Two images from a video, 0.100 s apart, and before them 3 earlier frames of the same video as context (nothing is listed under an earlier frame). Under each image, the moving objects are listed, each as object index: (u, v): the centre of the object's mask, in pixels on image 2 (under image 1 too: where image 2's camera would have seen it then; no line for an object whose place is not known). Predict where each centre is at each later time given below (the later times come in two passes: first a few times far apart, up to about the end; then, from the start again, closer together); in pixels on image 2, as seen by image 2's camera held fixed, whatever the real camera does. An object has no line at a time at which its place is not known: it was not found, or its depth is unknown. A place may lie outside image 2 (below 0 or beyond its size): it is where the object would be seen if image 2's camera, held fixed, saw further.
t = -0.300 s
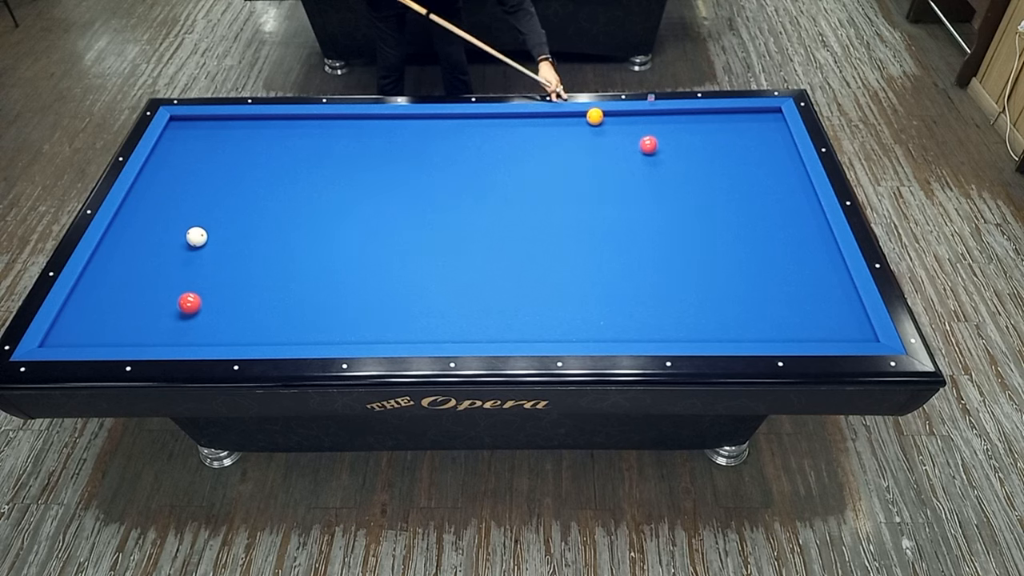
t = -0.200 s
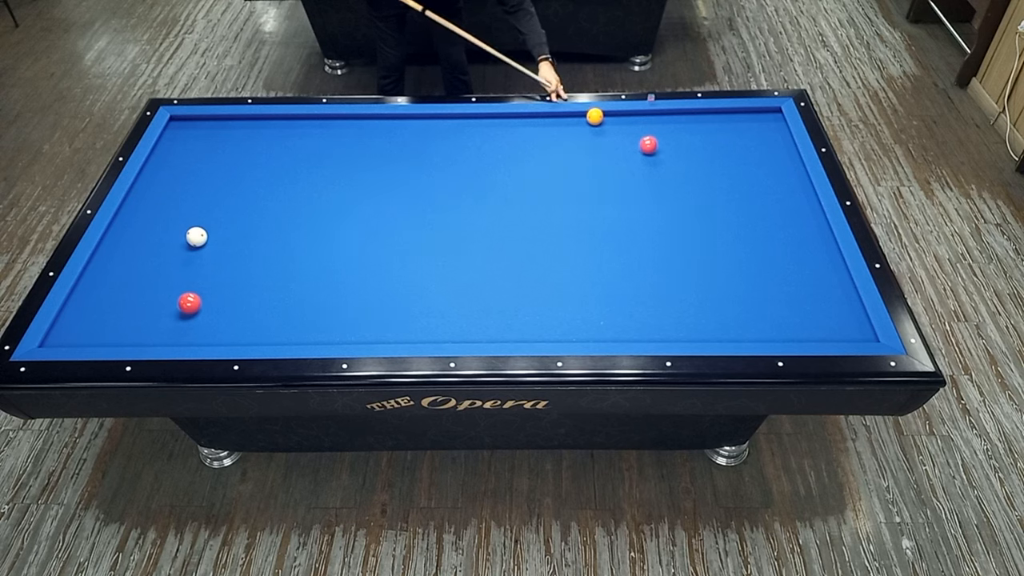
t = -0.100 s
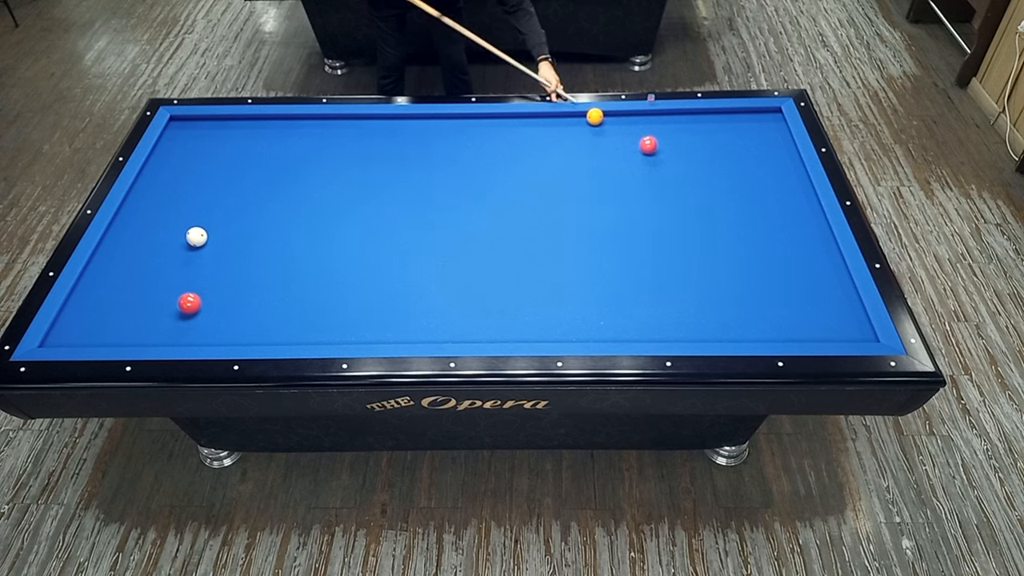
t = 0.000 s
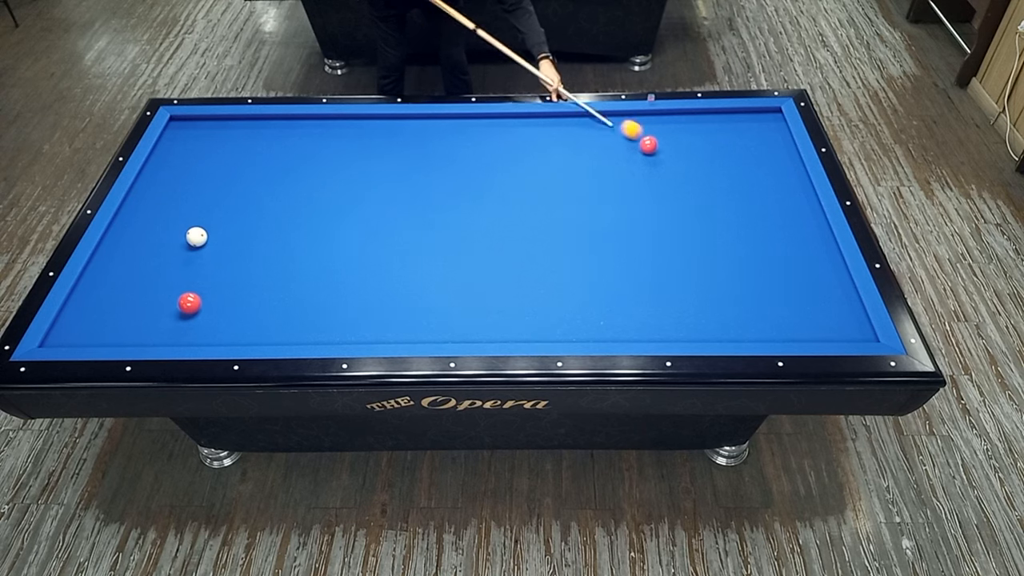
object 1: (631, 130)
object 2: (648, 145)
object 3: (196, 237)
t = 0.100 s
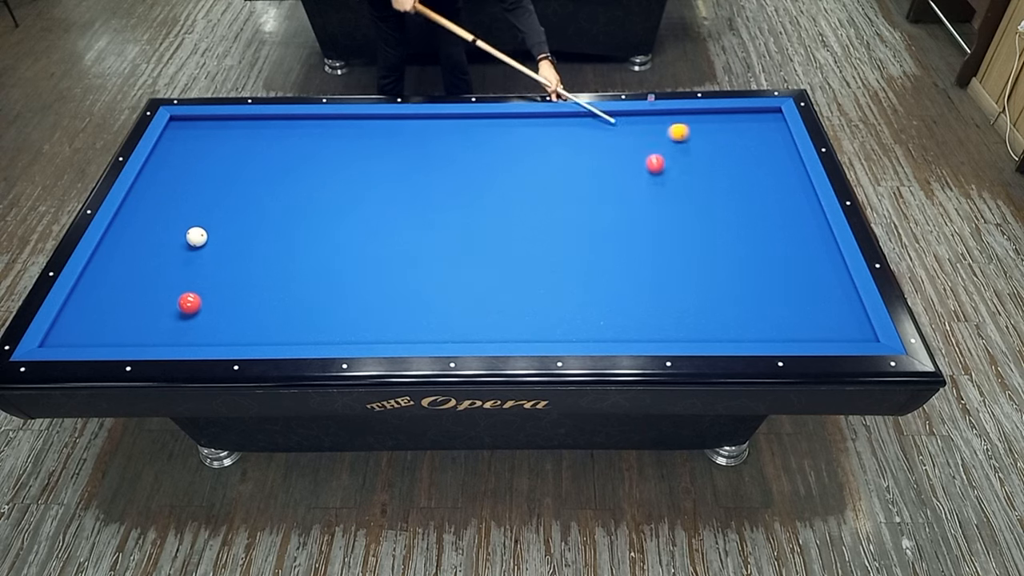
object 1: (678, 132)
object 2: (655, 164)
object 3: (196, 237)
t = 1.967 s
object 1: (468, 179)
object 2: (693, 183)
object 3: (196, 237)
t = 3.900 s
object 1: (146, 289)
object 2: (702, 167)
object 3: (155, 223)
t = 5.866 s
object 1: (88, 299)
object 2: (738, 254)
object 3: (178, 199)
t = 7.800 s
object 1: (114, 280)
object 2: (765, 324)
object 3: (212, 190)
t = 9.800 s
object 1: (113, 280)
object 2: (766, 322)
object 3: (213, 190)
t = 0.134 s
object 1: (692, 131)
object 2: (657, 171)
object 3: (196, 237)
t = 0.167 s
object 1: (706, 131)
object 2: (660, 179)
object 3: (196, 237)
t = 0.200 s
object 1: (720, 130)
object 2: (663, 187)
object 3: (196, 237)
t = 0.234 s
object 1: (733, 129)
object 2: (666, 194)
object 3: (196, 237)
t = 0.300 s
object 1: (759, 128)
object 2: (671, 208)
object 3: (196, 237)
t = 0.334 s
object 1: (772, 127)
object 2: (673, 215)
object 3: (196, 237)
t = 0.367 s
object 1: (778, 126)
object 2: (676, 223)
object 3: (196, 237)
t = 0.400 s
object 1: (766, 123)
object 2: (679, 230)
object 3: (196, 237)
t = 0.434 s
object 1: (754, 121)
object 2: (681, 237)
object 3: (196, 237)
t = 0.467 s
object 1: (743, 119)
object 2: (684, 245)
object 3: (196, 237)
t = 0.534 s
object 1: (723, 114)
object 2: (690, 260)
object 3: (196, 237)
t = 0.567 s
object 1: (715, 113)
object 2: (693, 268)
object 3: (196, 237)
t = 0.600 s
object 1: (709, 115)
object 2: (696, 277)
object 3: (196, 237)
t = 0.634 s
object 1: (703, 117)
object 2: (699, 285)
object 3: (196, 237)
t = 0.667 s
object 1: (697, 119)
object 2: (702, 293)
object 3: (196, 237)
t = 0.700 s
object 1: (691, 120)
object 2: (705, 302)
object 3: (196, 237)
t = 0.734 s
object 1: (685, 122)
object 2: (708, 311)
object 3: (196, 237)
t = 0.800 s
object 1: (674, 125)
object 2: (715, 329)
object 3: (196, 237)
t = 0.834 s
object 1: (668, 127)
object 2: (717, 333)
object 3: (196, 237)
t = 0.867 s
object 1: (662, 128)
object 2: (716, 328)
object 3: (196, 237)
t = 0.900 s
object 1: (656, 130)
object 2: (714, 320)
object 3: (196, 237)
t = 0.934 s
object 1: (650, 131)
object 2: (713, 313)
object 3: (196, 237)
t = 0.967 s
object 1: (645, 133)
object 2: (712, 307)
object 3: (196, 237)
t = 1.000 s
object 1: (639, 134)
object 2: (711, 302)
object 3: (196, 237)
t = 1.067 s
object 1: (627, 138)
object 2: (709, 292)
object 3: (196, 237)
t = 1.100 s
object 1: (622, 139)
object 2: (709, 287)
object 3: (196, 237)
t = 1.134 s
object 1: (616, 141)
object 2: (708, 282)
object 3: (196, 237)
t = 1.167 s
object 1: (610, 142)
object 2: (707, 278)
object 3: (196, 237)
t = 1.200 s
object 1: (604, 144)
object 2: (706, 273)
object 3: (196, 237)
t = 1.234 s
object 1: (598, 145)
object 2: (706, 269)
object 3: (196, 237)
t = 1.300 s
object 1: (586, 149)
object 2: (704, 260)
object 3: (196, 237)
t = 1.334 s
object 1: (581, 150)
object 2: (704, 255)
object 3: (196, 237)
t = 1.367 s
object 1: (575, 151)
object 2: (703, 251)
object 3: (196, 237)
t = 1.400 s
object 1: (569, 153)
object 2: (702, 247)
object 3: (196, 237)
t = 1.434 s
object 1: (563, 155)
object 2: (702, 243)
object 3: (196, 237)
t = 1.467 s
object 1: (557, 156)
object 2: (701, 239)
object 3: (196, 237)
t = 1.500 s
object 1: (551, 158)
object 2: (700, 235)
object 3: (196, 237)
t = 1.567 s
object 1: (540, 161)
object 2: (699, 226)
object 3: (196, 237)
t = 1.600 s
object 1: (533, 162)
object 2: (699, 223)
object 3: (196, 237)
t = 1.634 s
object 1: (528, 164)
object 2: (698, 219)
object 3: (196, 237)
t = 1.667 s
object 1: (522, 165)
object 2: (698, 215)
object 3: (196, 237)
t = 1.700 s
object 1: (516, 167)
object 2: (697, 211)
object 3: (196, 237)
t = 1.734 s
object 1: (510, 168)
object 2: (696, 208)
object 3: (196, 237)
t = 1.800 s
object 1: (498, 172)
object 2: (695, 200)
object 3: (196, 237)
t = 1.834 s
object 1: (492, 173)
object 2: (695, 197)
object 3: (196, 237)
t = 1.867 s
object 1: (486, 174)
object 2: (694, 193)
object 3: (196, 237)
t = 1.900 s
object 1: (480, 176)
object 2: (694, 190)
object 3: (196, 237)
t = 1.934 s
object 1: (474, 178)
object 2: (693, 186)
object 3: (196, 237)
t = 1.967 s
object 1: (468, 179)
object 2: (693, 183)
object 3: (196, 237)
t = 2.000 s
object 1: (462, 181)
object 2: (692, 179)
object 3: (196, 237)
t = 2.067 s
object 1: (450, 184)
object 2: (691, 173)
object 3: (196, 237)
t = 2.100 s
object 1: (444, 185)
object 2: (691, 170)
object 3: (196, 237)
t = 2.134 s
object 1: (438, 187)
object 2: (690, 166)
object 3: (196, 237)
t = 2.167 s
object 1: (432, 188)
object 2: (690, 163)
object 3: (196, 237)
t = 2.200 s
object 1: (425, 190)
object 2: (690, 160)
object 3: (196, 237)
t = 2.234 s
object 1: (419, 191)
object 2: (689, 157)
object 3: (196, 237)
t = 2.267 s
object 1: (413, 193)
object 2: (689, 154)
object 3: (196, 237)
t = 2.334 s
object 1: (401, 196)
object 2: (688, 148)
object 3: (196, 237)
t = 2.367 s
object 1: (395, 198)
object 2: (687, 145)
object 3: (196, 237)
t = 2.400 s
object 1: (388, 199)
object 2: (687, 142)
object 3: (196, 237)
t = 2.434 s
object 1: (382, 201)
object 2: (687, 139)
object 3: (196, 237)
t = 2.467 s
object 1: (376, 202)
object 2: (686, 136)
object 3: (196, 237)
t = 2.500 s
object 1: (369, 204)
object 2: (686, 133)
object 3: (196, 237)
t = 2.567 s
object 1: (357, 207)
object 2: (685, 128)
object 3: (196, 237)
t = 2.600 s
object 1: (350, 208)
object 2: (685, 125)
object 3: (196, 237)
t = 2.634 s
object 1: (344, 210)
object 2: (684, 122)
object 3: (196, 237)
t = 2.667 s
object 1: (338, 211)
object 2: (684, 120)
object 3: (196, 237)
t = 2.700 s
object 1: (332, 213)
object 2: (684, 117)
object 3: (196, 237)
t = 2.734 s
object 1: (325, 214)
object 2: (683, 115)
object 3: (196, 237)
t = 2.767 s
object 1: (318, 216)
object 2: (683, 115)
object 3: (196, 237)
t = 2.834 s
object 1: (306, 219)
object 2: (684, 118)
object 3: (196, 237)
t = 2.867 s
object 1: (299, 221)
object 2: (685, 119)
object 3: (196, 237)
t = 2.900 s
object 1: (293, 222)
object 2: (685, 121)
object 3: (196, 237)
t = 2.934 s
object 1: (286, 224)
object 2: (686, 123)
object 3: (196, 237)
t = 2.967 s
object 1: (280, 225)
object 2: (687, 124)
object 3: (196, 237)
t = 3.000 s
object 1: (273, 227)
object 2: (687, 126)
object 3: (196, 237)
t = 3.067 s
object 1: (260, 230)
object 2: (688, 129)
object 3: (196, 237)
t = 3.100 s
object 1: (253, 232)
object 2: (689, 130)
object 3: (196, 237)
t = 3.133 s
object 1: (247, 233)
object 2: (689, 132)
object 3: (196, 237)
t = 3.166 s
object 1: (240, 235)
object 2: (690, 133)
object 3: (196, 237)
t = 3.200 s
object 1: (234, 237)
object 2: (690, 135)
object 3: (196, 237)
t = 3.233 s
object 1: (227, 238)
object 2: (691, 136)
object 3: (196, 237)
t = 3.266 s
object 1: (221, 240)
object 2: (691, 138)
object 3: (196, 237)
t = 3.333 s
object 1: (210, 244)
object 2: (692, 141)
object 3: (193, 235)
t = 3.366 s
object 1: (207, 246)
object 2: (693, 142)
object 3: (190, 234)
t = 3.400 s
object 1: (203, 249)
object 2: (694, 144)
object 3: (188, 233)
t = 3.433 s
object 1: (199, 251)
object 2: (694, 145)
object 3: (186, 233)
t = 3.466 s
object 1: (195, 254)
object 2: (695, 147)
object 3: (184, 232)
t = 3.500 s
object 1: (192, 257)
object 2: (695, 148)
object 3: (182, 231)
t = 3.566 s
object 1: (184, 262)
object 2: (696, 152)
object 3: (177, 230)
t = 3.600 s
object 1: (180, 264)
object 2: (697, 153)
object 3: (175, 229)
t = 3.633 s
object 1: (176, 267)
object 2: (698, 155)
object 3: (172, 229)
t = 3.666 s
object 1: (173, 270)
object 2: (698, 156)
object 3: (170, 228)
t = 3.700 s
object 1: (169, 272)
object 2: (699, 158)
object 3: (168, 227)
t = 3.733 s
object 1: (165, 275)
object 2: (699, 159)
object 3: (166, 226)
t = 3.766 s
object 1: (161, 278)
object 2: (700, 161)
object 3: (164, 226)
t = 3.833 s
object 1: (153, 283)
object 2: (701, 164)
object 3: (160, 224)
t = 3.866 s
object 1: (149, 286)
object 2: (702, 166)
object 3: (158, 224)
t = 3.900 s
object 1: (146, 289)
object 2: (702, 167)
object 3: (155, 223)
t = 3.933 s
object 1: (141, 291)
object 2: (703, 169)
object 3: (153, 222)
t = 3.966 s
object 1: (137, 294)
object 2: (703, 170)
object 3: (151, 222)
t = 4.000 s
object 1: (134, 297)
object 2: (704, 172)
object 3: (149, 221)
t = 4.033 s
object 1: (130, 300)
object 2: (704, 173)
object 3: (147, 220)
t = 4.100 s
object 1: (122, 305)
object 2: (706, 176)
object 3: (143, 219)
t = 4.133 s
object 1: (118, 308)
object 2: (706, 178)
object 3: (141, 218)
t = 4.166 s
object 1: (114, 311)
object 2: (707, 180)
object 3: (139, 218)
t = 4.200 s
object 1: (110, 313)
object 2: (707, 181)
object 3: (137, 217)
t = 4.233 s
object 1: (106, 316)
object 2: (708, 183)
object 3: (135, 216)
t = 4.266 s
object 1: (102, 319)
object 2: (708, 184)
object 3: (134, 216)
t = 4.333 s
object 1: (94, 325)
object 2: (710, 187)
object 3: (130, 214)
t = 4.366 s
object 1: (90, 327)
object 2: (710, 189)
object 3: (128, 214)
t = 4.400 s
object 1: (86, 331)
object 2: (711, 190)
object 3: (126, 213)
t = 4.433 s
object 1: (81, 333)
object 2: (711, 192)
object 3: (124, 213)
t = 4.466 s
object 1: (78, 336)
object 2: (712, 193)
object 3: (125, 212)
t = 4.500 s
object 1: (73, 338)
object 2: (713, 195)
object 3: (126, 212)
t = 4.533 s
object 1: (70, 339)
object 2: (713, 196)
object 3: (128, 211)
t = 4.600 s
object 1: (70, 336)
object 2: (714, 199)
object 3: (131, 210)
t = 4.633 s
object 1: (69, 335)
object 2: (715, 201)
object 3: (133, 210)
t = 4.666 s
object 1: (69, 334)
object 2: (716, 202)
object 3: (134, 209)
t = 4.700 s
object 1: (68, 333)
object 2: (716, 204)
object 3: (135, 209)
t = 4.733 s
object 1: (68, 332)
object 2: (717, 205)
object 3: (137, 209)
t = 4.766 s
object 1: (68, 330)
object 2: (718, 207)
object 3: (138, 208)
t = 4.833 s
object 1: (67, 327)
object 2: (719, 210)
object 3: (141, 207)
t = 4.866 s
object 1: (66, 326)
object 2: (719, 211)
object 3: (143, 207)
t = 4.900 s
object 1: (66, 324)
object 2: (720, 213)
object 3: (144, 207)
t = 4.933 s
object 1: (65, 323)
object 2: (721, 214)
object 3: (145, 206)
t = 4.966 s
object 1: (65, 322)
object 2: (721, 215)
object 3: (147, 206)
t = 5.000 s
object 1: (65, 321)
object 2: (722, 217)
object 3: (148, 206)
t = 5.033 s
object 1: (64, 319)
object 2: (723, 219)
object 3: (149, 205)
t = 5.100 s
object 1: (66, 317)
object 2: (724, 222)
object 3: (152, 205)
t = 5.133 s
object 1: (67, 316)
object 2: (724, 223)
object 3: (153, 204)
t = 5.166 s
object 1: (68, 316)
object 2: (725, 224)
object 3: (154, 204)
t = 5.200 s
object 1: (69, 315)
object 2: (726, 226)
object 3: (156, 204)
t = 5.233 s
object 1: (70, 314)
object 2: (726, 227)
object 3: (157, 203)
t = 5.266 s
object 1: (71, 313)
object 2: (727, 228)
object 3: (158, 203)
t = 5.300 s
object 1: (72, 312)
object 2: (727, 230)
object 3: (159, 203)
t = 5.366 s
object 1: (74, 310)
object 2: (729, 233)
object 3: (162, 202)
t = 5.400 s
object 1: (75, 310)
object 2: (729, 234)
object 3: (163, 202)
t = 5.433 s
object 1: (76, 309)
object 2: (730, 236)
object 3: (164, 202)
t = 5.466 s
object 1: (77, 308)
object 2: (730, 237)
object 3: (165, 202)
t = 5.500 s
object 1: (78, 307)
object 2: (731, 238)
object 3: (167, 201)
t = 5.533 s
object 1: (79, 307)
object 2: (732, 240)
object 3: (168, 201)
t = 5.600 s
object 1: (81, 305)
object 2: (733, 243)
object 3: (170, 201)
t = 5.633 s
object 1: (82, 304)
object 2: (733, 244)
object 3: (171, 200)
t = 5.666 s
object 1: (83, 304)
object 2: (734, 246)
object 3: (172, 200)
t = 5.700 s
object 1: (83, 303)
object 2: (735, 247)
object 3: (173, 200)
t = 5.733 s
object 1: (84, 302)
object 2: (735, 248)
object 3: (174, 200)
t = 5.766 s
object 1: (85, 302)
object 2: (736, 250)
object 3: (175, 199)
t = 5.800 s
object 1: (86, 301)
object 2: (737, 251)
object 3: (176, 199)
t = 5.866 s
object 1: (88, 299)
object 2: (738, 254)
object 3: (178, 199)
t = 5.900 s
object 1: (88, 299)
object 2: (738, 255)
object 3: (179, 199)
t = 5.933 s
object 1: (89, 298)
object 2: (739, 257)
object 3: (180, 198)
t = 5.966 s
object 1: (90, 298)
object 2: (740, 258)
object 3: (181, 198)
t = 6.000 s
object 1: (91, 297)
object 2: (740, 259)
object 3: (182, 198)
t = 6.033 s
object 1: (91, 296)
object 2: (741, 261)
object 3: (183, 198)
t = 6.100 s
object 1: (93, 295)
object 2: (742, 263)
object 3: (185, 197)
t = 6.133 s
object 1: (93, 295)
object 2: (743, 265)
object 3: (186, 197)
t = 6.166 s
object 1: (94, 294)
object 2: (743, 266)
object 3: (186, 197)
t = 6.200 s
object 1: (95, 294)
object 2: (744, 267)
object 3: (187, 197)
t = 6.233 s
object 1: (96, 293)
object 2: (744, 269)
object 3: (188, 196)
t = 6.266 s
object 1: (96, 293)
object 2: (745, 270)
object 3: (189, 196)
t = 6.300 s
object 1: (97, 292)
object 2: (745, 271)
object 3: (190, 196)
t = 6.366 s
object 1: (98, 291)
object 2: (747, 274)
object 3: (191, 196)
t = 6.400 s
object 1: (99, 291)
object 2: (747, 275)
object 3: (192, 196)
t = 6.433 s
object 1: (99, 290)
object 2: (748, 277)
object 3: (193, 195)
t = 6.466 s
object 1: (100, 290)
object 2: (748, 278)
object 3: (194, 195)
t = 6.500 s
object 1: (101, 289)
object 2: (749, 279)
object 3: (194, 195)
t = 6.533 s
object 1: (101, 289)
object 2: (749, 280)
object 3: (195, 195)
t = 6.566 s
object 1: (102, 288)
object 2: (750, 282)
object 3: (196, 195)
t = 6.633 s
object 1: (103, 288)
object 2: (751, 284)
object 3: (197, 194)
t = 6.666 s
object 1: (103, 287)
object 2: (752, 285)
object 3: (198, 194)
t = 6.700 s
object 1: (104, 287)
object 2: (752, 287)
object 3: (199, 194)
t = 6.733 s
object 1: (104, 286)
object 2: (753, 288)
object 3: (199, 194)
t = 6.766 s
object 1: (105, 286)
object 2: (753, 289)
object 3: (200, 194)
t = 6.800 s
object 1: (105, 286)
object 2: (754, 290)
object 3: (200, 194)
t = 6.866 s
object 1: (106, 285)
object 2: (755, 293)
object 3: (202, 193)
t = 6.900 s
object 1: (107, 285)
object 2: (755, 294)
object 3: (202, 193)
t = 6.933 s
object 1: (107, 285)
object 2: (756, 295)
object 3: (203, 193)
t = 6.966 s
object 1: (107, 284)
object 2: (756, 296)
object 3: (203, 193)
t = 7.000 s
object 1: (108, 284)
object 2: (756, 298)
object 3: (204, 193)
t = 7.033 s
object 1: (108, 284)
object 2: (757, 299)
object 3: (204, 193)
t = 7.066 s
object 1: (108, 283)
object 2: (757, 300)
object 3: (205, 192)
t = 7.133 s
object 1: (109, 283)
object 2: (758, 302)
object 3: (206, 192)
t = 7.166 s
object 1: (109, 283)
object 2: (759, 303)
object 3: (206, 192)
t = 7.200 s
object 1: (110, 282)
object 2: (759, 305)
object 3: (206, 192)
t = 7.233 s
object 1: (110, 282)
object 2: (759, 306)
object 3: (207, 192)
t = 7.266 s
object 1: (111, 282)
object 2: (760, 307)
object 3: (207, 192)
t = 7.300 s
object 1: (111, 282)
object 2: (760, 308)
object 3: (208, 191)
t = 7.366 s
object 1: (111, 281)
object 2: (761, 310)
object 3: (208, 191)
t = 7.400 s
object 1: (112, 281)
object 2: (761, 311)
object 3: (209, 191)
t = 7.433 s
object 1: (112, 281)
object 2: (762, 313)
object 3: (209, 191)
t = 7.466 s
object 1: (112, 281)
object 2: (762, 314)
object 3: (210, 191)
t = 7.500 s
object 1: (112, 281)
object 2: (762, 315)
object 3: (210, 191)
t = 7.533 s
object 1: (112, 280)
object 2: (762, 316)
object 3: (210, 191)
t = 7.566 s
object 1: (113, 280)
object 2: (763, 317)
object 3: (211, 191)
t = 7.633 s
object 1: (113, 280)
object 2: (763, 319)
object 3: (211, 191)
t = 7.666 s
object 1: (113, 280)
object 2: (764, 320)
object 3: (211, 191)
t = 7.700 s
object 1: (113, 280)
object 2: (764, 321)
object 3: (211, 191)
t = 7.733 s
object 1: (113, 280)
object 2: (764, 322)
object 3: (212, 191)
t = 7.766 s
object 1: (114, 280)
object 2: (764, 323)
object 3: (212, 190)
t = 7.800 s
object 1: (114, 280)
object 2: (765, 324)
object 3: (212, 190)
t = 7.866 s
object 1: (114, 279)
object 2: (765, 326)
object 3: (212, 190)
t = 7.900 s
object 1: (114, 279)
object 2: (766, 327)
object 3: (213, 190)
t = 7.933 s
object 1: (114, 279)
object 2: (766, 328)
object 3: (213, 190)
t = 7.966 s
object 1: (114, 279)
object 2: (766, 329)
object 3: (213, 190)
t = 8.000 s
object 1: (114, 279)
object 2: (767, 330)
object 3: (213, 190)
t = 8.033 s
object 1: (114, 279)
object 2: (767, 331)
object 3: (213, 190)
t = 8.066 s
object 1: (114, 279)
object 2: (767, 331)
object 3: (213, 190)
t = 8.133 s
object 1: (114, 279)
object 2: (768, 333)
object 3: (214, 190)
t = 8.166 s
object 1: (114, 279)
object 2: (768, 333)
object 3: (214, 190)
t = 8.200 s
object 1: (113, 279)
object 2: (768, 333)
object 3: (214, 190)
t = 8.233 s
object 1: (113, 279)
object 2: (768, 333)
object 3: (214, 190)
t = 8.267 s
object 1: (113, 279)
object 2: (768, 332)
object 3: (214, 190)
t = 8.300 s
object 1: (113, 279)
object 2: (768, 332)
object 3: (214, 190)
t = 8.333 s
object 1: (113, 279)
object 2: (768, 332)
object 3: (214, 190)
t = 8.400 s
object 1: (113, 279)
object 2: (768, 331)
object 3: (214, 190)
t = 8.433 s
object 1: (113, 279)
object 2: (768, 331)
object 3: (214, 190)
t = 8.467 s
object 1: (113, 279)
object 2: (767, 331)
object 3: (214, 190)
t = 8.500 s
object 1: (113, 279)
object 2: (767, 330)
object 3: (214, 190)
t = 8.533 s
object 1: (113, 279)
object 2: (767, 330)
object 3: (214, 190)
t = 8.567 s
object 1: (113, 279)
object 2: (767, 330)
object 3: (214, 190)
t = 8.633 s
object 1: (113, 280)
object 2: (767, 329)
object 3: (213, 190)
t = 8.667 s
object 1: (113, 280)
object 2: (767, 329)
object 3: (214, 190)
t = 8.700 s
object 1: (113, 279)
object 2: (767, 329)
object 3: (214, 190)
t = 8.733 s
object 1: (113, 279)
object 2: (767, 328)
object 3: (214, 190)
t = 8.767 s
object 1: (113, 279)
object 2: (767, 328)
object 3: (213, 190)
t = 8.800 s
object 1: (113, 279)
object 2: (767, 328)
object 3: (213, 190)
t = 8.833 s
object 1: (113, 279)
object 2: (767, 327)
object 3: (213, 190)
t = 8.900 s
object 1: (113, 279)
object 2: (767, 327)
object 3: (213, 190)
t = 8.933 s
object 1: (113, 279)
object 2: (767, 326)
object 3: (213, 190)
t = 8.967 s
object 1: (113, 279)
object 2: (767, 326)
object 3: (213, 190)
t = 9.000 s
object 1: (113, 279)
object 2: (767, 326)
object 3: (213, 190)
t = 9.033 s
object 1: (113, 279)
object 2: (767, 326)
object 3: (213, 190)
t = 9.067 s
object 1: (113, 280)
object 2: (767, 325)
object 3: (213, 190)
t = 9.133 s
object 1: (113, 280)
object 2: (767, 325)
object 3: (213, 190)
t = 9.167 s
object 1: (113, 280)
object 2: (767, 325)
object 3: (213, 190)
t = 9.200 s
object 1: (113, 280)
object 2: (767, 324)
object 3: (213, 190)
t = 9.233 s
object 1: (113, 279)
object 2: (767, 324)
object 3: (213, 190)
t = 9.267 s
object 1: (113, 279)
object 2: (767, 324)
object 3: (213, 190)
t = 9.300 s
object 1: (113, 280)
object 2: (767, 324)
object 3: (213, 190)
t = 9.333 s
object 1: (113, 279)
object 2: (766, 323)
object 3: (213, 190)
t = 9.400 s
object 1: (113, 280)
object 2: (766, 323)
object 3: (213, 190)
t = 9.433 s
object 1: (113, 280)
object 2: (766, 323)
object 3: (213, 190)
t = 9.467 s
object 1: (113, 280)
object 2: (766, 323)
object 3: (213, 190)
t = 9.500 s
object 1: (113, 280)
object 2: (766, 323)
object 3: (213, 190)
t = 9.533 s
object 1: (113, 280)
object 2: (766, 323)
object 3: (213, 190)
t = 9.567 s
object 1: (113, 280)
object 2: (766, 322)
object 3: (213, 190)
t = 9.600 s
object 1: (113, 280)
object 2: (766, 322)
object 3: (213, 190)
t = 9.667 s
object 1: (113, 280)
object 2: (766, 322)
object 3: (213, 190)
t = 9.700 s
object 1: (113, 280)
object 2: (766, 322)
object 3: (213, 190)
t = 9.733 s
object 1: (113, 280)
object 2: (766, 322)
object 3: (213, 190)
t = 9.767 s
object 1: (113, 280)
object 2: (766, 322)
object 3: (213, 190)
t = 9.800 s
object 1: (113, 280)
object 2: (766, 322)
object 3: (213, 190)
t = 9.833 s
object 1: (113, 280)
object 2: (766, 322)
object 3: (213, 190)
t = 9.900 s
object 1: (113, 280)
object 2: (766, 322)
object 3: (213, 190)
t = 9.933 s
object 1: (113, 280)
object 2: (766, 322)
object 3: (213, 190)
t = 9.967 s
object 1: (113, 280)
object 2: (766, 322)
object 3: (213, 190)
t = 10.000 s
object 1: (113, 280)
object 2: (766, 322)
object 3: (213, 190)
